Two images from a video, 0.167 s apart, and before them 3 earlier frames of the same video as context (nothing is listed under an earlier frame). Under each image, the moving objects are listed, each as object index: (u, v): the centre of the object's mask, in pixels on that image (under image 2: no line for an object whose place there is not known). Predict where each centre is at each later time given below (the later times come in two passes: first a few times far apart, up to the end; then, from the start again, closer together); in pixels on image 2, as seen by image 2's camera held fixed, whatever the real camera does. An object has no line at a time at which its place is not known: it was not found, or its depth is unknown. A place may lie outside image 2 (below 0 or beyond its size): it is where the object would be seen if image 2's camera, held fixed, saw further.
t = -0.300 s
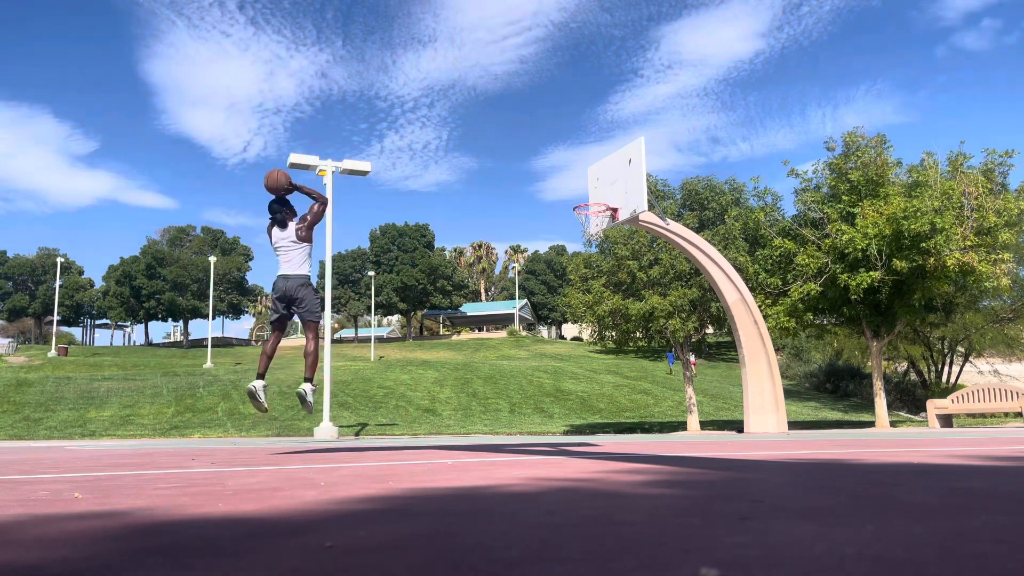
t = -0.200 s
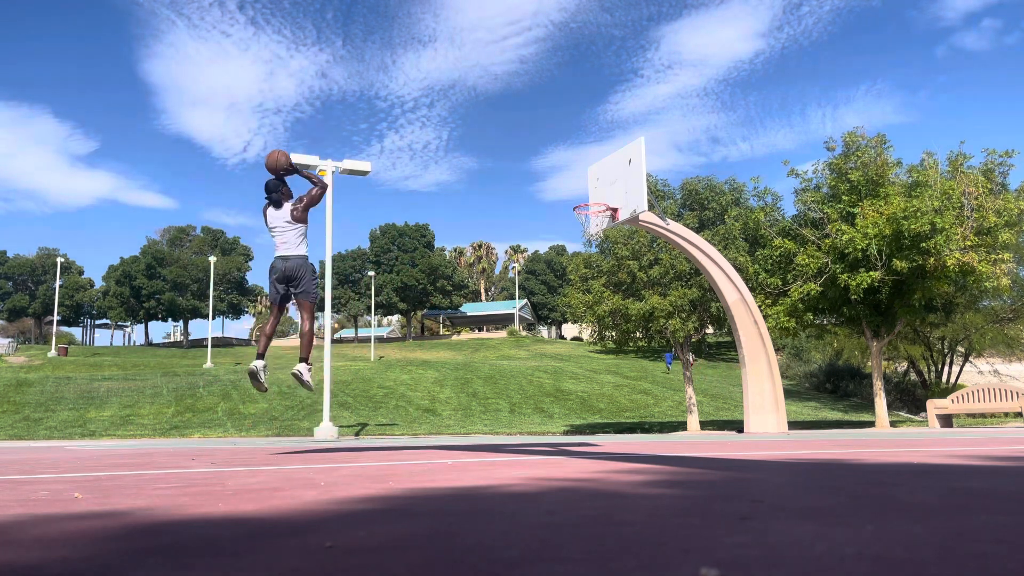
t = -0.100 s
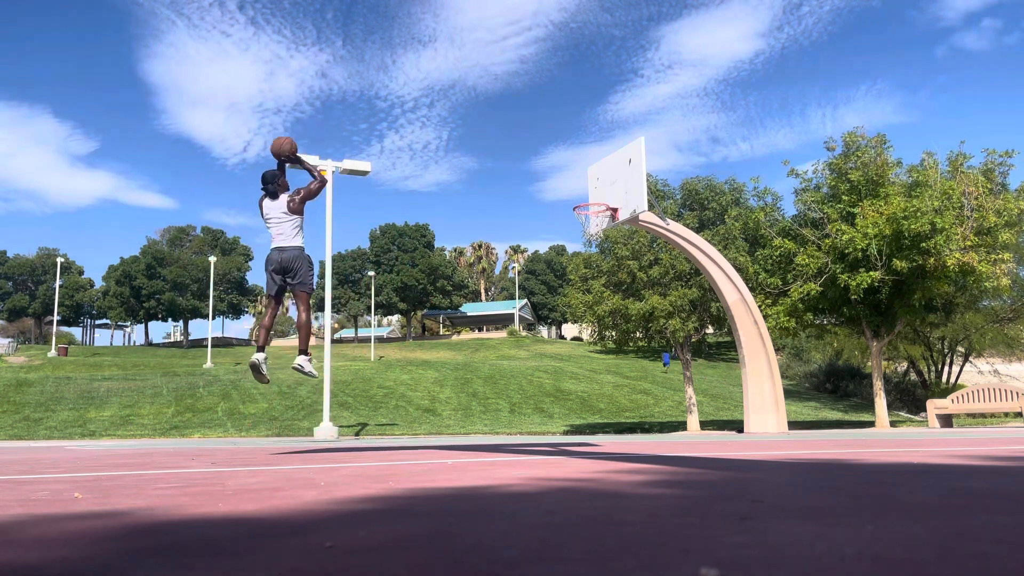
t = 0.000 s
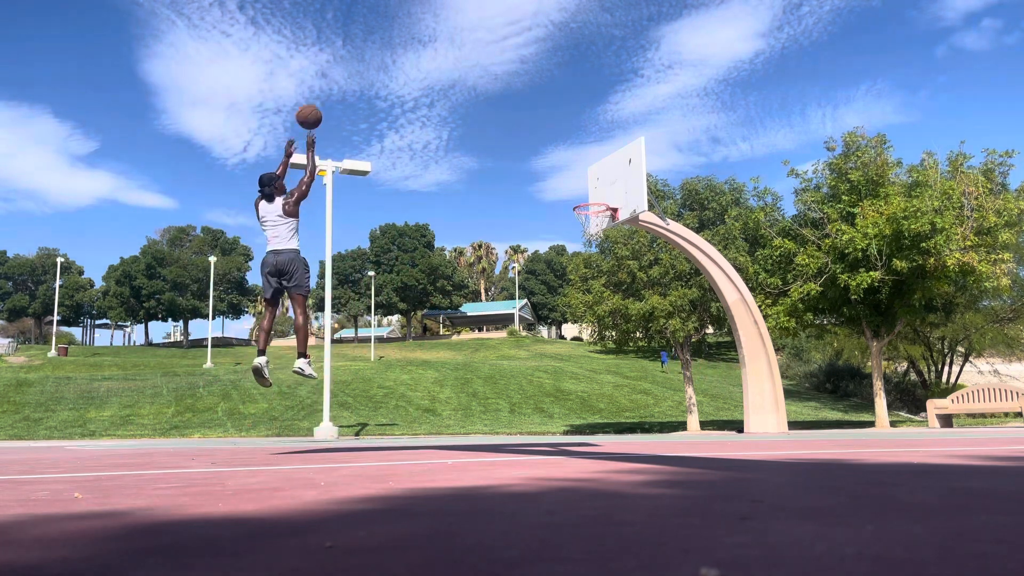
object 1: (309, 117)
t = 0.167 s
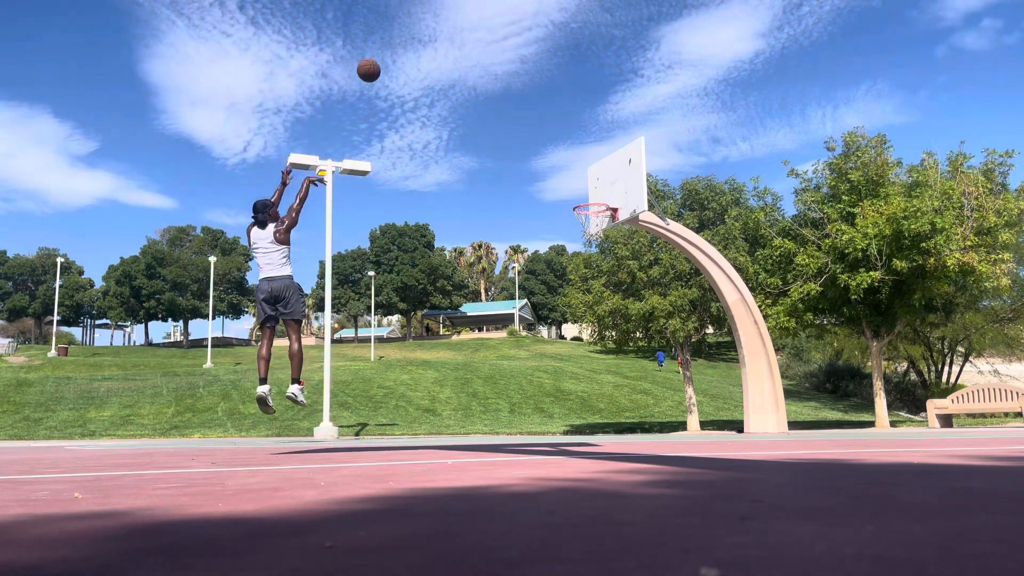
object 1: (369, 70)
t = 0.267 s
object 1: (400, 57)
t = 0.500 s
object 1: (465, 60)
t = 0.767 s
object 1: (528, 111)
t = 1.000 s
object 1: (576, 189)
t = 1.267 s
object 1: (600, 221)
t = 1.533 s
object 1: (587, 242)
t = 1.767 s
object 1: (578, 305)
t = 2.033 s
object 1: (568, 427)
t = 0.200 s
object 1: (379, 65)
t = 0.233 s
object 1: (390, 60)
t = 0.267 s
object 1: (400, 57)
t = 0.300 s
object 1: (410, 55)
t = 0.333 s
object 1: (420, 53)
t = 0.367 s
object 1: (430, 53)
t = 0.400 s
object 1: (439, 54)
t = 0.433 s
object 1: (448, 55)
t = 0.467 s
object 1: (457, 57)
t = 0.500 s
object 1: (465, 60)
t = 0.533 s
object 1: (474, 64)
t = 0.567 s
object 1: (482, 69)
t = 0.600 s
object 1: (490, 74)
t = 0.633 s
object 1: (498, 80)
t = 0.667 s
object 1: (506, 87)
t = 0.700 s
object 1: (513, 94)
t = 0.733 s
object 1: (521, 102)
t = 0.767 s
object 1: (528, 111)
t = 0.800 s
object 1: (535, 121)
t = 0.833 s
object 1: (542, 130)
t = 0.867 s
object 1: (549, 141)
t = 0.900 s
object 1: (556, 152)
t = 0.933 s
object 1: (563, 164)
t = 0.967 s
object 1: (570, 176)
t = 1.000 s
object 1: (576, 189)
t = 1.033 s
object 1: (582, 200)
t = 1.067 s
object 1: (590, 213)
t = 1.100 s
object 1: (597, 219)
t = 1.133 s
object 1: (604, 223)
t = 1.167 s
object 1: (605, 222)
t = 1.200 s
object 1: (604, 222)
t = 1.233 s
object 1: (604, 219)
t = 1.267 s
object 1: (600, 221)
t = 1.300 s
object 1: (599, 221)
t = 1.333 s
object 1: (597, 222)
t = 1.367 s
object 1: (595, 222)
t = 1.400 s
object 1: (593, 224)
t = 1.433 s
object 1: (592, 227)
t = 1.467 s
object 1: (590, 231)
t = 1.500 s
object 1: (588, 236)
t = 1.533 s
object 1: (587, 242)
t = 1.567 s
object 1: (585, 248)
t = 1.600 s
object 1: (585, 255)
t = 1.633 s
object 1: (583, 264)
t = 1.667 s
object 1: (581, 273)
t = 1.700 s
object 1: (580, 283)
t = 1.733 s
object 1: (579, 293)
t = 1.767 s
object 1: (578, 305)
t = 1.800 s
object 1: (576, 317)
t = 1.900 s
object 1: (572, 359)
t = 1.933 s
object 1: (571, 375)
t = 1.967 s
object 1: (570, 391)
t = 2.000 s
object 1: (569, 409)
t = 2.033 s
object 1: (568, 427)
